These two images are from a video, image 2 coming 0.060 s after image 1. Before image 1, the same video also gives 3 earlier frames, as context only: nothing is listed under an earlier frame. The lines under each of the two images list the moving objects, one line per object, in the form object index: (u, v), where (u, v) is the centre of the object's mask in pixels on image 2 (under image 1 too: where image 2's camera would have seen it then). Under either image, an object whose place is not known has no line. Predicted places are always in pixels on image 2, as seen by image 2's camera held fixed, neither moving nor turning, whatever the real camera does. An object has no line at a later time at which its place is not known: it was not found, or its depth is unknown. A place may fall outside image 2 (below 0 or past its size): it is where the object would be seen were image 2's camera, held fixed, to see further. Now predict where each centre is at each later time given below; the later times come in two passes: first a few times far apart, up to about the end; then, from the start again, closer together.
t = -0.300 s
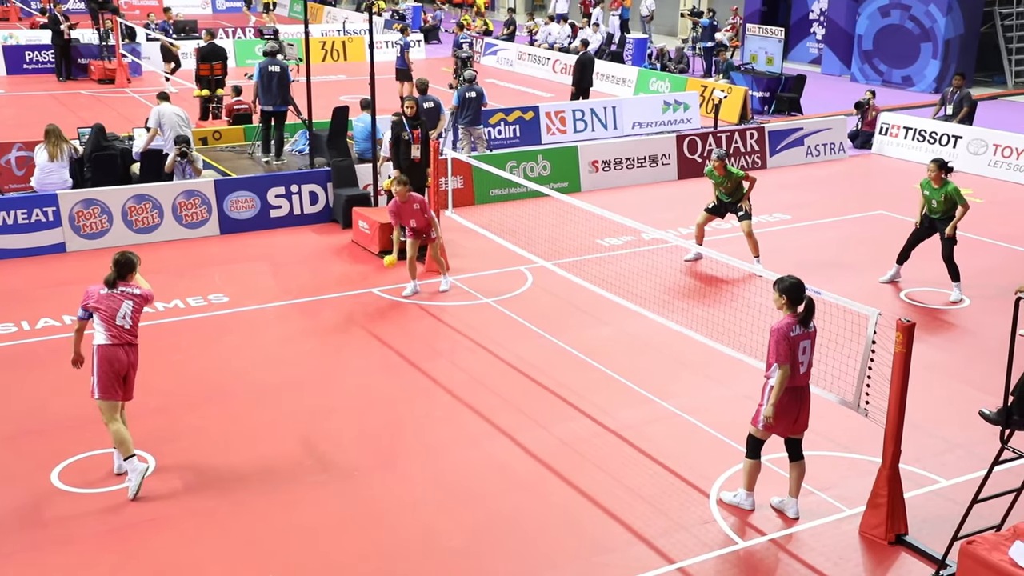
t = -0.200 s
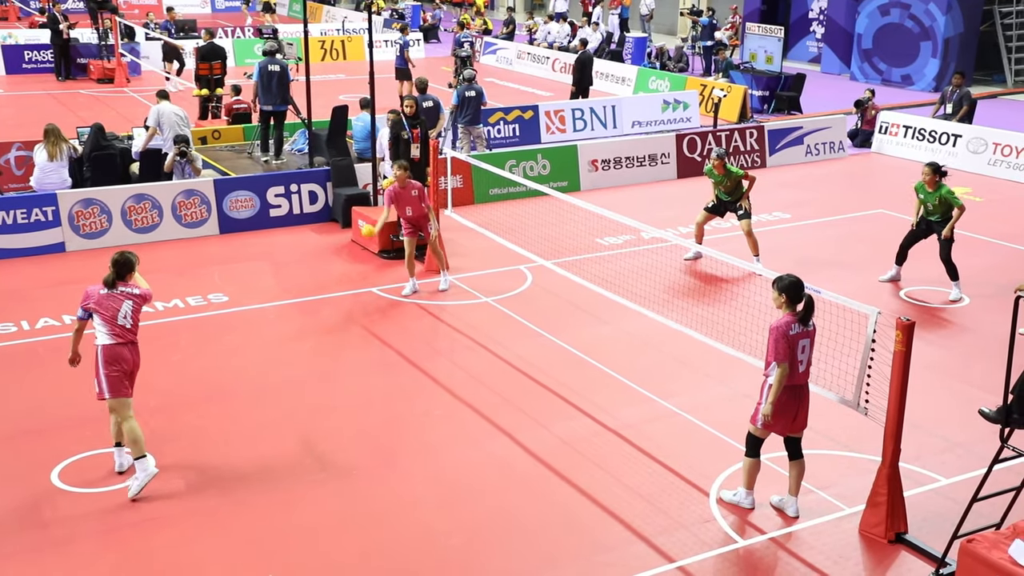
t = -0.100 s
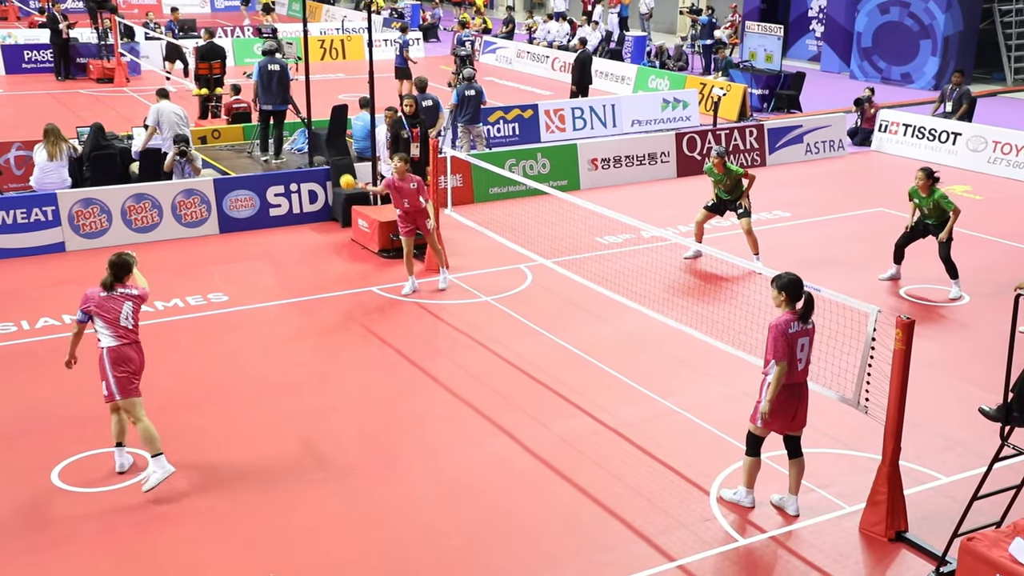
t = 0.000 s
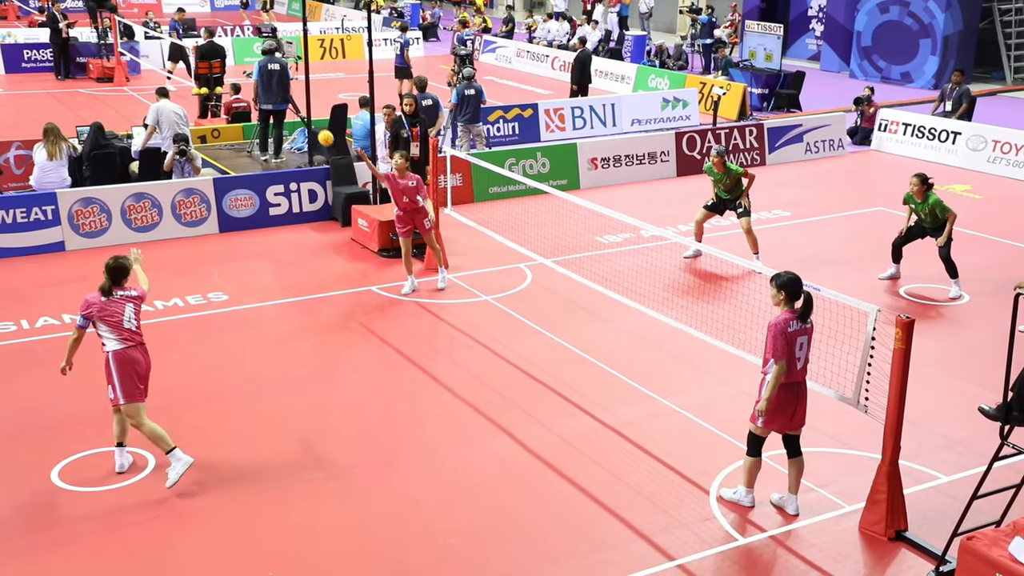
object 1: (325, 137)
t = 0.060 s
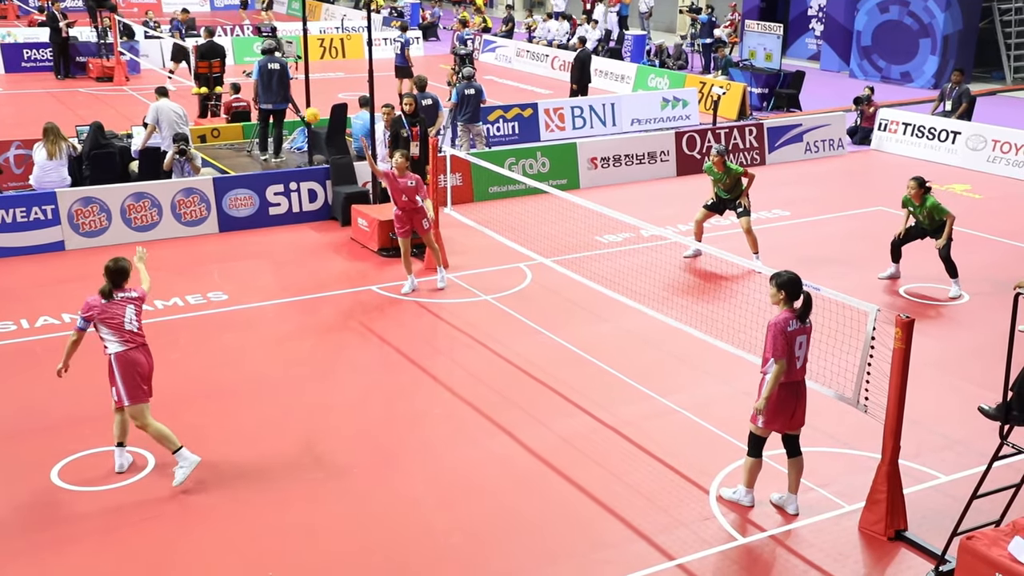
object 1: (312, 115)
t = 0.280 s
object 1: (261, 61)
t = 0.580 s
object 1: (188, 76)
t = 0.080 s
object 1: (308, 108)
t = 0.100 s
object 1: (303, 101)
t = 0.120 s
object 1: (298, 95)
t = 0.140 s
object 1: (293, 90)
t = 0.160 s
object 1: (289, 85)
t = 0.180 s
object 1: (284, 80)
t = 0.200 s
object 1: (280, 75)
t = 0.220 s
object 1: (275, 71)
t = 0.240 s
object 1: (271, 67)
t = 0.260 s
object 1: (266, 64)
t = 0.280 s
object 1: (261, 61)
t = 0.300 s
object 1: (256, 59)
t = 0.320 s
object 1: (251, 57)
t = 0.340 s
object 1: (247, 55)
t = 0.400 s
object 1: (232, 54)
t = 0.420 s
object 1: (227, 54)
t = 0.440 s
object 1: (222, 55)
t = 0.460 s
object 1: (217, 57)
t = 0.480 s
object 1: (212, 59)
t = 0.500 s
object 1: (207, 61)
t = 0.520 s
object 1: (202, 64)
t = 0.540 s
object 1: (198, 68)
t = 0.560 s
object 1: (193, 72)
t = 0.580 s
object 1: (188, 76)
